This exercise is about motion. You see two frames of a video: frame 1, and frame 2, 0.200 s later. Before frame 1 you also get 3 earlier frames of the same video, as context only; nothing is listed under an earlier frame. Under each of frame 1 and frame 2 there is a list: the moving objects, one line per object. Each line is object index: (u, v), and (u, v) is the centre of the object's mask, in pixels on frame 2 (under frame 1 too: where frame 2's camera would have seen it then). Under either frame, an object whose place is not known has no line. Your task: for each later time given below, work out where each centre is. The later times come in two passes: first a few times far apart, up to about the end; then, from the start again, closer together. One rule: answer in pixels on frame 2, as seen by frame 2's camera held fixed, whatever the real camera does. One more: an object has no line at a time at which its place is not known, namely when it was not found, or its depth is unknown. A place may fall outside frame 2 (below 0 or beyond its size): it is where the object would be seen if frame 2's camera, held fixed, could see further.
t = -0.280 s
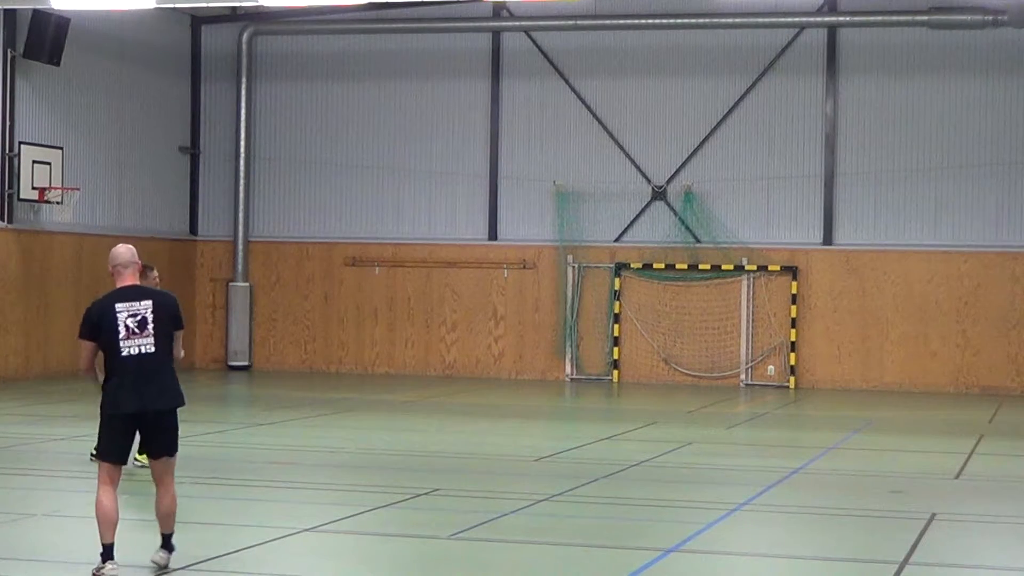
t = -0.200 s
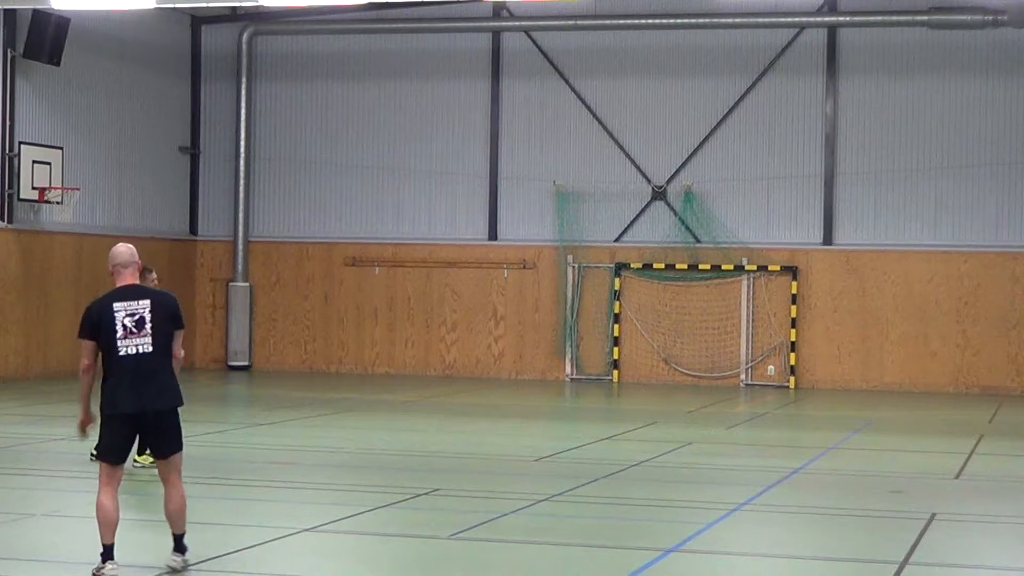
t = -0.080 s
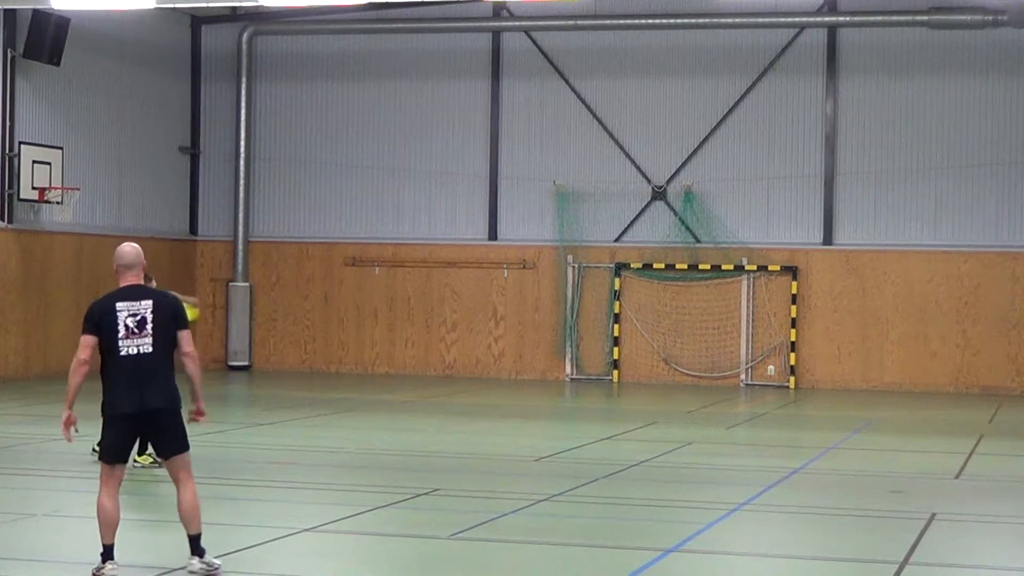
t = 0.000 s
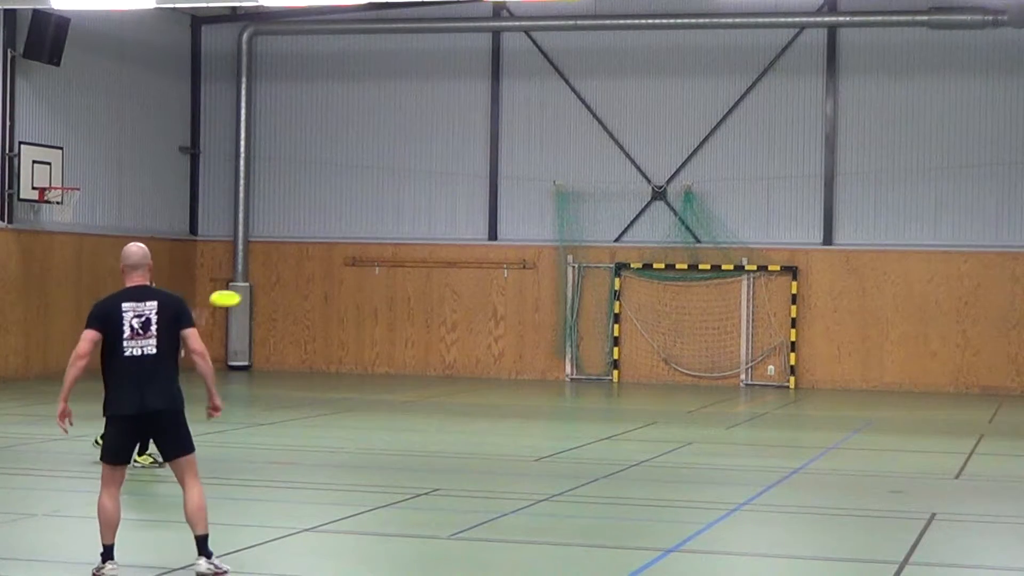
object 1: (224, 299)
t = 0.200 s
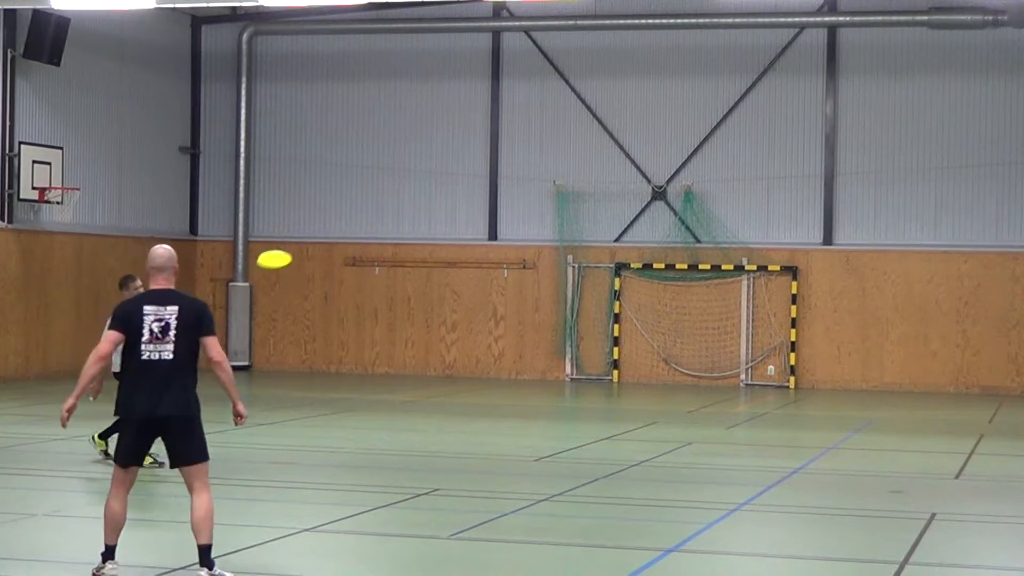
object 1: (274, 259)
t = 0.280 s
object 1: (295, 244)
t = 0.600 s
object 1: (378, 199)
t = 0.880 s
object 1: (455, 187)
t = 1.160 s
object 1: (541, 211)
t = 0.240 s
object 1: (285, 251)
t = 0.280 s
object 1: (295, 244)
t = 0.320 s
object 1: (305, 237)
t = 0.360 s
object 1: (315, 230)
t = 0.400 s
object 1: (326, 224)
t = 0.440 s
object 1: (336, 218)
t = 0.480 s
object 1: (346, 212)
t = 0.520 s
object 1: (356, 208)
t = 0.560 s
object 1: (367, 203)
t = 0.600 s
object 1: (378, 199)
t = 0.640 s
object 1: (389, 195)
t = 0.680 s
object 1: (399, 192)
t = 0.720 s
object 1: (410, 190)
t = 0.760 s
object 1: (421, 188)
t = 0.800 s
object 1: (433, 187)
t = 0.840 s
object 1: (444, 187)
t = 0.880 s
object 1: (455, 187)
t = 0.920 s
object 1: (467, 188)
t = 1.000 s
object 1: (490, 193)
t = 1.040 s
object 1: (503, 196)
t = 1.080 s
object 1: (515, 200)
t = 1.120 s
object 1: (528, 205)
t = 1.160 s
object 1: (541, 211)
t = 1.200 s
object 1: (554, 218)
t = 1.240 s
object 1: (568, 225)
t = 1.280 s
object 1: (581, 234)
